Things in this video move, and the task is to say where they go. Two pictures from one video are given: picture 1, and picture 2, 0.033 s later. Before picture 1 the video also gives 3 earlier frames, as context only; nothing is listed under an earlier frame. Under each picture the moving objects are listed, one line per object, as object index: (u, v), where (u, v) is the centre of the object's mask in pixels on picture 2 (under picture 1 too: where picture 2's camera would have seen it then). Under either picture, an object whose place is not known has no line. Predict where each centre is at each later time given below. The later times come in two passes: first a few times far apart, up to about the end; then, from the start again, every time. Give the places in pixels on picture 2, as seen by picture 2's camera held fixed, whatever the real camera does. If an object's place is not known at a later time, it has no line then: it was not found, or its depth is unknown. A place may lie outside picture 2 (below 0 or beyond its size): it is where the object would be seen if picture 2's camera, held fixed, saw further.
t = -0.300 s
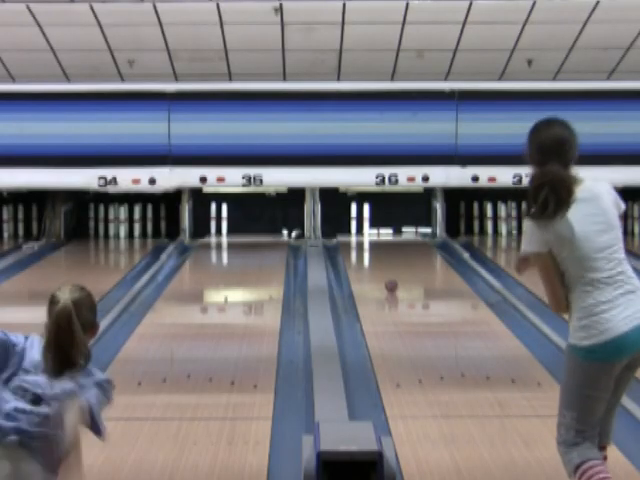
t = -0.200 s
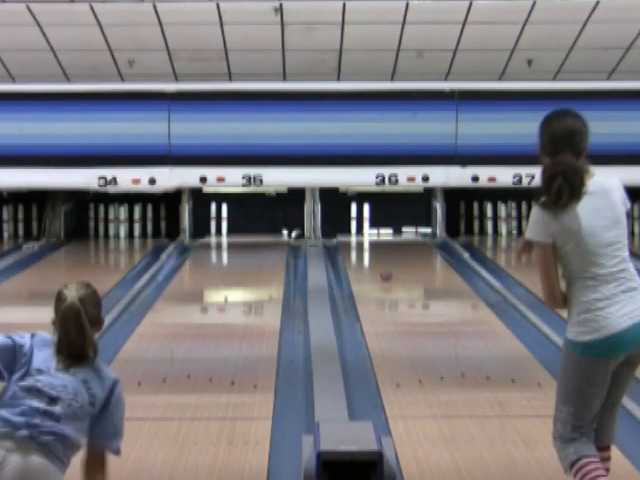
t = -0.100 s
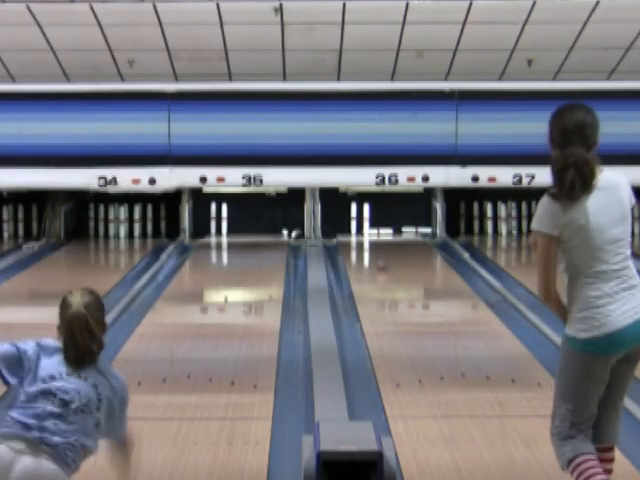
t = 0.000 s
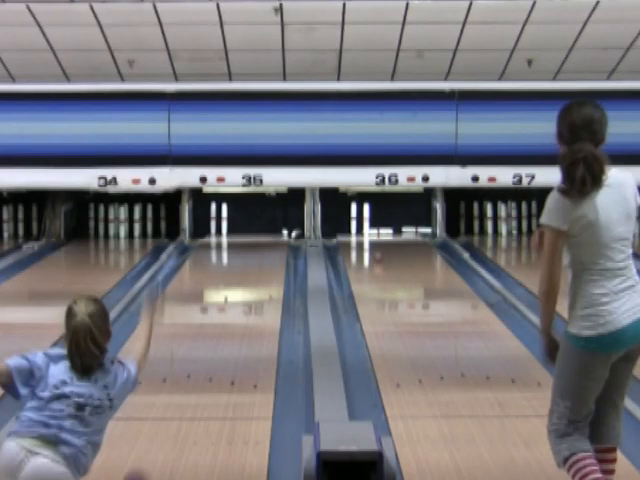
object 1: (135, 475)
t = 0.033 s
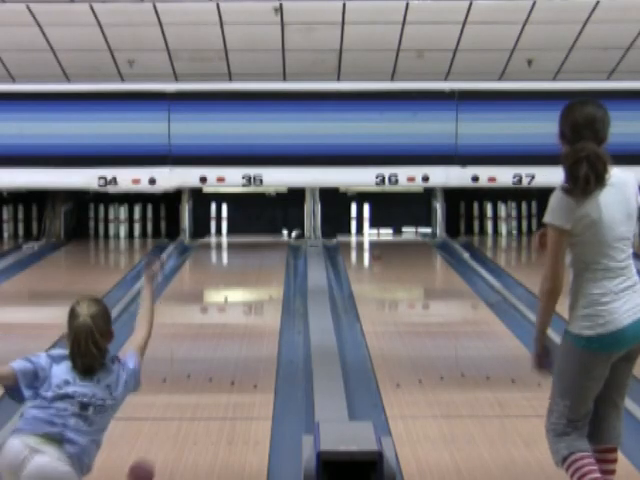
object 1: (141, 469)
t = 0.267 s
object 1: (170, 404)
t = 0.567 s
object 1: (192, 344)
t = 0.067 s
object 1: (145, 464)
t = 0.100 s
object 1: (151, 450)
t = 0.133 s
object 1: (155, 440)
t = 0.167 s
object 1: (159, 431)
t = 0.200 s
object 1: (163, 421)
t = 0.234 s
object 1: (166, 412)
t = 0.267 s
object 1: (170, 404)
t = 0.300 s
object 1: (173, 397)
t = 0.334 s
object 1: (176, 389)
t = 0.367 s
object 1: (179, 380)
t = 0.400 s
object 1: (181, 373)
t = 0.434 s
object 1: (184, 367)
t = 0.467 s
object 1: (186, 360)
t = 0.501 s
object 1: (188, 353)
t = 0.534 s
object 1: (190, 347)
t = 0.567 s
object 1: (192, 344)
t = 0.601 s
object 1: (195, 340)
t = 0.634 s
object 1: (198, 335)
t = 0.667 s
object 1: (198, 333)
